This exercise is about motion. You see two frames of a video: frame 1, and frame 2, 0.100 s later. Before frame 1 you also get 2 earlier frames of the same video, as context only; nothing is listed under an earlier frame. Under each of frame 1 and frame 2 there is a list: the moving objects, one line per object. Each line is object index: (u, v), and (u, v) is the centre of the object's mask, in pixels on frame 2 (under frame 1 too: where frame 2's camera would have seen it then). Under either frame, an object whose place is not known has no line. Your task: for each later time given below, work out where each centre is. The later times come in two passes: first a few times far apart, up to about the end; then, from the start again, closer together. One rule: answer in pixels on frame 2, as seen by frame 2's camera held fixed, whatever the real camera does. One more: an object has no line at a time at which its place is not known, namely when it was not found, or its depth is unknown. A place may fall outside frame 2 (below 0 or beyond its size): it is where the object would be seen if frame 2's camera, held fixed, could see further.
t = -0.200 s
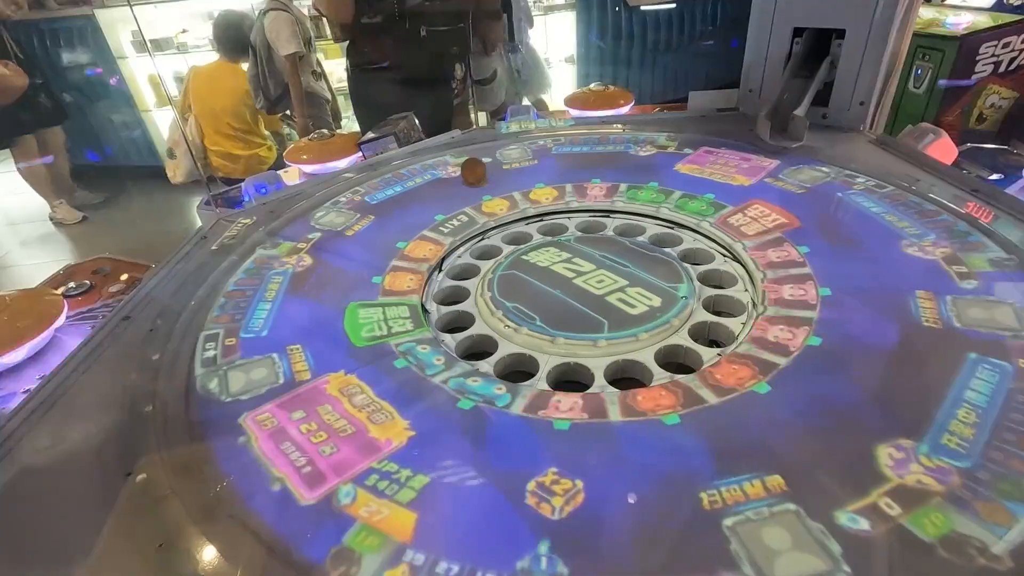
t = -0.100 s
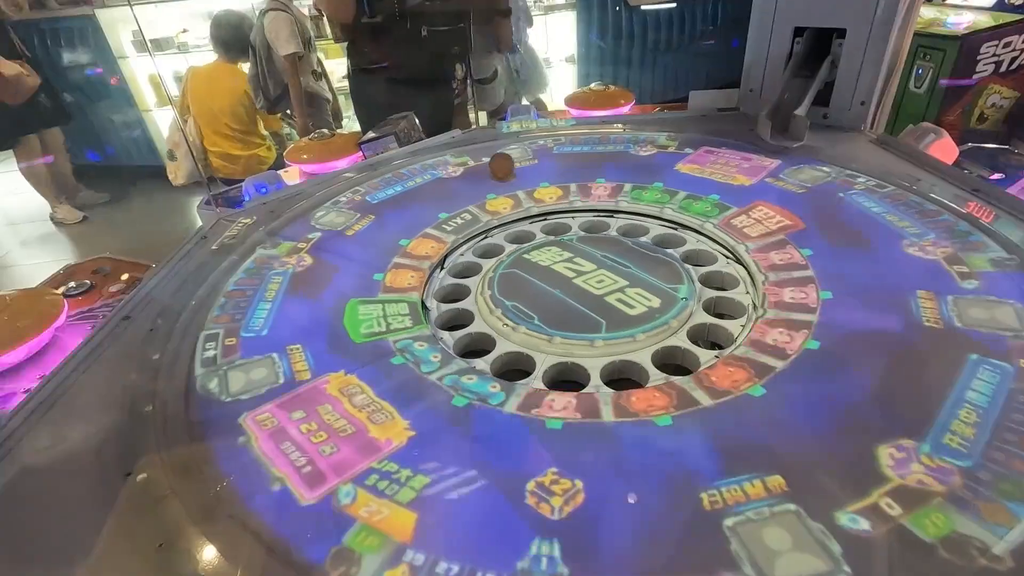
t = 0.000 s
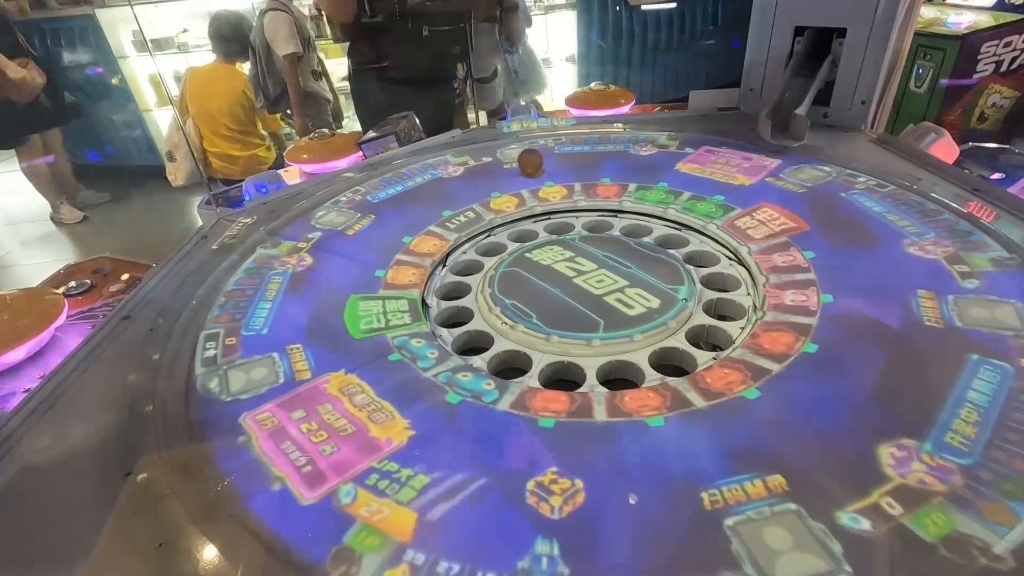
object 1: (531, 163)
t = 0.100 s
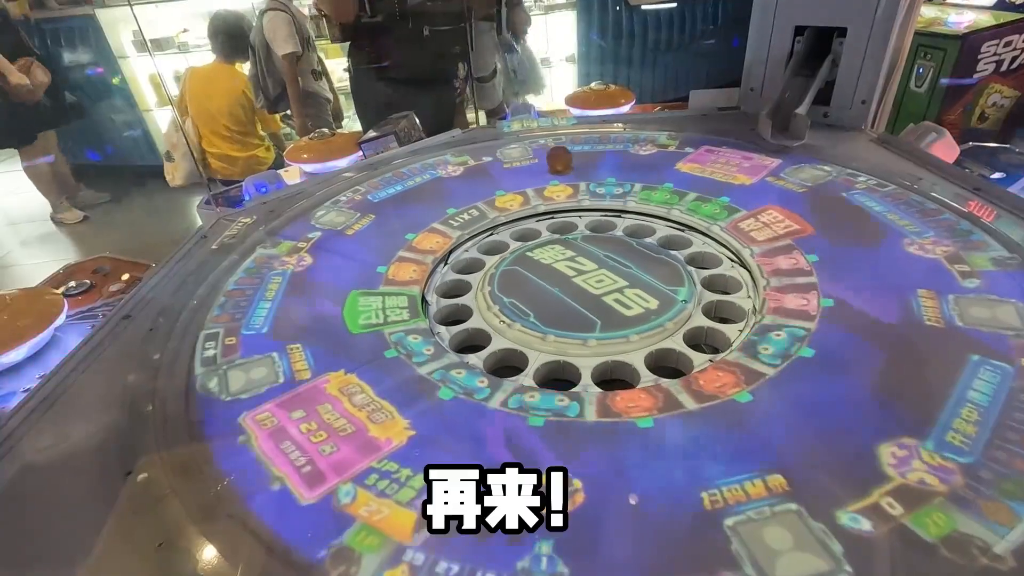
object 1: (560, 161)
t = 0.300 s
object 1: (621, 162)
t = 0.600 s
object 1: (716, 178)
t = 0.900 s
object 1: (807, 215)
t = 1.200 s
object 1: (869, 279)
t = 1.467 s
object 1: (868, 354)
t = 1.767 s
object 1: (766, 436)
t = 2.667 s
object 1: (344, 371)
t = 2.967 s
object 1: (350, 304)
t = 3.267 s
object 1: (418, 251)
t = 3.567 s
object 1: (537, 228)
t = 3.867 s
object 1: (660, 218)
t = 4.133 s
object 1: (671, 241)
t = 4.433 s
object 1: (630, 233)
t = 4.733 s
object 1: (618, 225)
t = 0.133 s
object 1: (570, 161)
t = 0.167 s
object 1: (580, 161)
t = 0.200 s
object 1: (590, 161)
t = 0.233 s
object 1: (600, 161)
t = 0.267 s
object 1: (610, 162)
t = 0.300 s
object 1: (621, 162)
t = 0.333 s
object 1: (631, 163)
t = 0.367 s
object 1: (641, 164)
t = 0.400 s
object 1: (652, 165)
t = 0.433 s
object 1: (662, 167)
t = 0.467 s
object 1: (673, 169)
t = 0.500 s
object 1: (684, 170)
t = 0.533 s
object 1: (694, 173)
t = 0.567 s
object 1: (705, 175)
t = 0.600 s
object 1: (716, 178)
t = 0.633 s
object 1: (726, 181)
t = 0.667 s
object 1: (737, 184)
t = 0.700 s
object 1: (748, 187)
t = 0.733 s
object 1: (758, 191)
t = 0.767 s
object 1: (768, 195)
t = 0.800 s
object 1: (779, 200)
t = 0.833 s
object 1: (789, 204)
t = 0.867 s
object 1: (798, 209)
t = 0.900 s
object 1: (807, 215)
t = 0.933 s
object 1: (816, 221)
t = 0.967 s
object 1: (824, 227)
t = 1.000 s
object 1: (832, 233)
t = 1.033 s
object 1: (840, 240)
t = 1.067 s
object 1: (847, 247)
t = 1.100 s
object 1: (854, 254)
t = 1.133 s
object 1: (859, 262)
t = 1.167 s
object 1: (864, 270)
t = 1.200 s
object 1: (869, 279)
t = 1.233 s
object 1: (873, 288)
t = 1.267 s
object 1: (874, 296)
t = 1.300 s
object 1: (876, 305)
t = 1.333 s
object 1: (877, 315)
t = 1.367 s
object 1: (876, 325)
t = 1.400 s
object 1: (874, 335)
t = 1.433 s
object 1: (871, 344)
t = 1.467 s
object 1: (868, 354)
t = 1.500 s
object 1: (862, 365)
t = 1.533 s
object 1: (854, 375)
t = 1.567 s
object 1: (846, 384)
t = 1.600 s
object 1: (835, 394)
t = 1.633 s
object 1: (825, 404)
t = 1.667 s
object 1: (813, 413)
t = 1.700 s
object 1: (798, 420)
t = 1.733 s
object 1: (783, 429)
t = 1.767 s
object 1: (766, 436)
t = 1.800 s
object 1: (749, 444)
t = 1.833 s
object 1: (731, 450)
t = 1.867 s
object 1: (712, 456)
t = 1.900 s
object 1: (693, 460)
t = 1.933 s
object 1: (672, 464)
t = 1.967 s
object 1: (651, 468)
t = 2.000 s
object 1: (629, 468)
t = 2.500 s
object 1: (373, 408)
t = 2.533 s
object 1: (365, 400)
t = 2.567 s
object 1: (358, 393)
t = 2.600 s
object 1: (352, 386)
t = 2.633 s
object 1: (347, 379)
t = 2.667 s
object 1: (344, 371)
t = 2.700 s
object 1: (341, 364)
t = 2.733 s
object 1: (339, 358)
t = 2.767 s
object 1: (338, 350)
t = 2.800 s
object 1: (338, 343)
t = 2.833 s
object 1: (339, 335)
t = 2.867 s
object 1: (340, 327)
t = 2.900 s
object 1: (343, 320)
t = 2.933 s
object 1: (346, 313)
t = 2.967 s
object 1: (350, 304)
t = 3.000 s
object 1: (356, 298)
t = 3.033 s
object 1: (361, 292)
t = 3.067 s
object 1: (367, 285)
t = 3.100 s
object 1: (374, 279)
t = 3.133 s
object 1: (382, 273)
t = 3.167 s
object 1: (390, 267)
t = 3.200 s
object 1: (399, 262)
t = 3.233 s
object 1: (409, 256)
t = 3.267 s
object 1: (418, 251)
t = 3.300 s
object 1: (428, 245)
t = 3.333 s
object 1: (438, 240)
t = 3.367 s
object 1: (450, 236)
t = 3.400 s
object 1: (462, 233)
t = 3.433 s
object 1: (476, 233)
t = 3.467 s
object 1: (491, 238)
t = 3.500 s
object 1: (507, 230)
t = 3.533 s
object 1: (522, 230)
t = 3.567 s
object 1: (537, 228)
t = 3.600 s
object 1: (552, 225)
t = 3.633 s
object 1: (567, 223)
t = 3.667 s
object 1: (580, 220)
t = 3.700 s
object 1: (593, 216)
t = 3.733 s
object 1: (608, 218)
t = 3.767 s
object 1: (621, 217)
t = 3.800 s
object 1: (635, 215)
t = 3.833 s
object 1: (649, 215)
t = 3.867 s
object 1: (660, 218)
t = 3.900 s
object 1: (670, 224)
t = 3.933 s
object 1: (679, 227)
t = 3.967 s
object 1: (687, 233)
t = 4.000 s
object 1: (694, 244)
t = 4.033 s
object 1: (696, 249)
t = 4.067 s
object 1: (687, 246)
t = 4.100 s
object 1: (678, 243)
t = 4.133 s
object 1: (671, 241)
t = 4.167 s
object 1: (665, 240)
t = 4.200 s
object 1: (660, 240)
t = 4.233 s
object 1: (654, 240)
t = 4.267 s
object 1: (650, 239)
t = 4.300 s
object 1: (645, 238)
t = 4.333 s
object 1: (640, 237)
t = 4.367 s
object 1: (636, 236)
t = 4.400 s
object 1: (633, 234)
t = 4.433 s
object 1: (630, 233)
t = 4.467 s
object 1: (627, 231)
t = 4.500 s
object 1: (625, 230)
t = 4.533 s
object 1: (622, 227)
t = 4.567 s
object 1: (620, 225)
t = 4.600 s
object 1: (618, 224)
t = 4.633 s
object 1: (617, 222)
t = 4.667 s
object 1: (615, 223)
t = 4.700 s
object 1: (616, 224)
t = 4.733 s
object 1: (618, 225)
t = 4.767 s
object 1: (620, 225)
